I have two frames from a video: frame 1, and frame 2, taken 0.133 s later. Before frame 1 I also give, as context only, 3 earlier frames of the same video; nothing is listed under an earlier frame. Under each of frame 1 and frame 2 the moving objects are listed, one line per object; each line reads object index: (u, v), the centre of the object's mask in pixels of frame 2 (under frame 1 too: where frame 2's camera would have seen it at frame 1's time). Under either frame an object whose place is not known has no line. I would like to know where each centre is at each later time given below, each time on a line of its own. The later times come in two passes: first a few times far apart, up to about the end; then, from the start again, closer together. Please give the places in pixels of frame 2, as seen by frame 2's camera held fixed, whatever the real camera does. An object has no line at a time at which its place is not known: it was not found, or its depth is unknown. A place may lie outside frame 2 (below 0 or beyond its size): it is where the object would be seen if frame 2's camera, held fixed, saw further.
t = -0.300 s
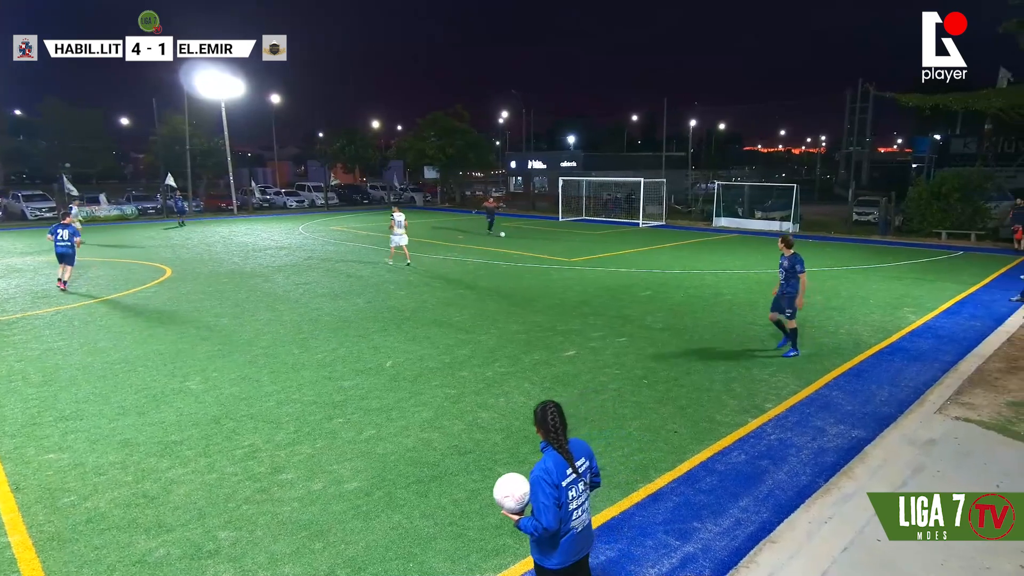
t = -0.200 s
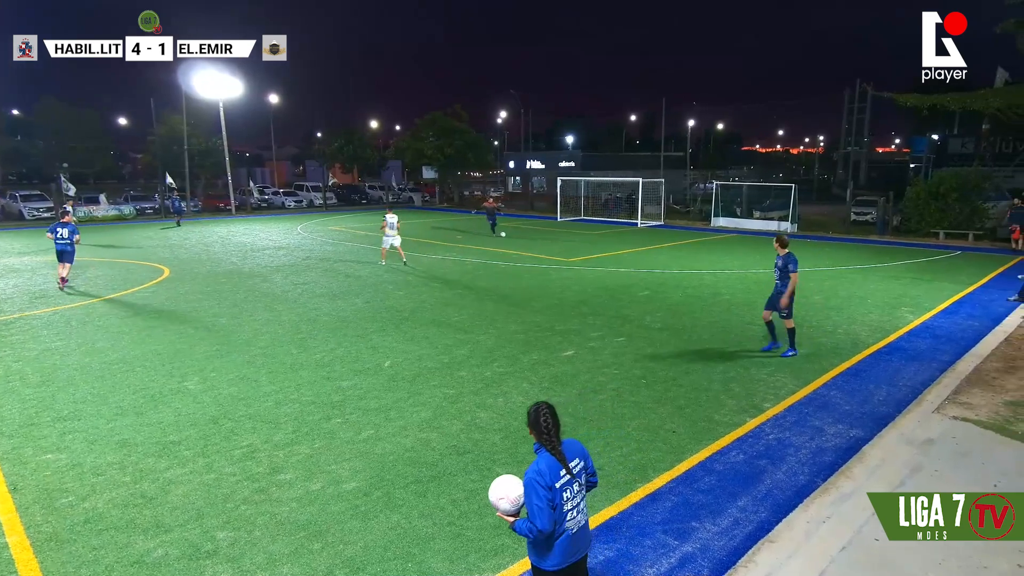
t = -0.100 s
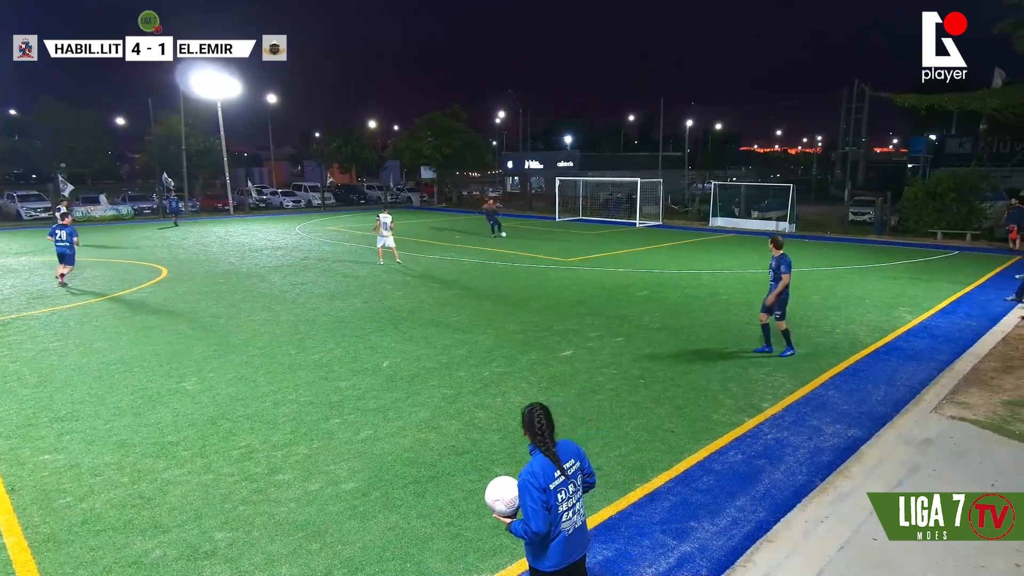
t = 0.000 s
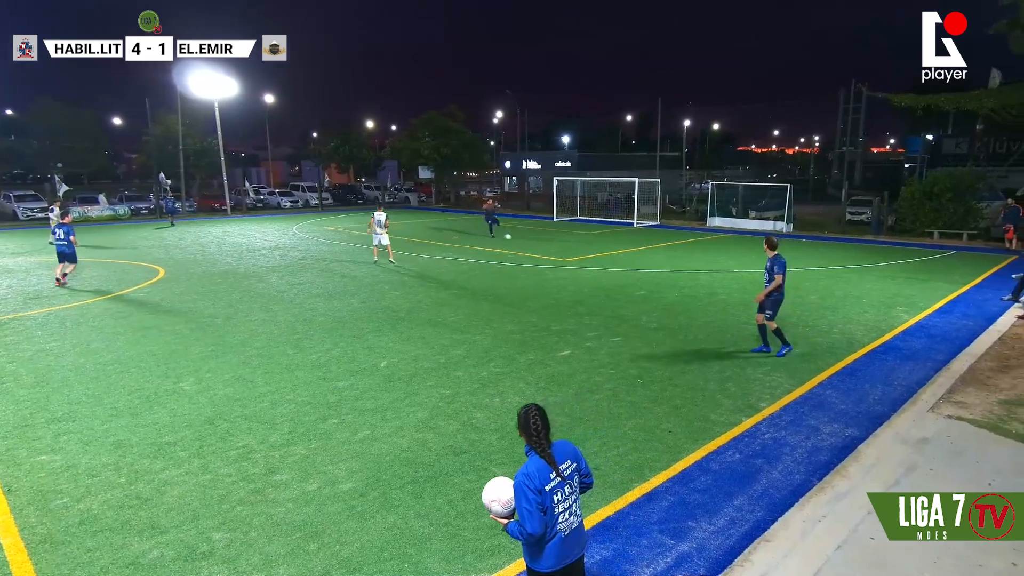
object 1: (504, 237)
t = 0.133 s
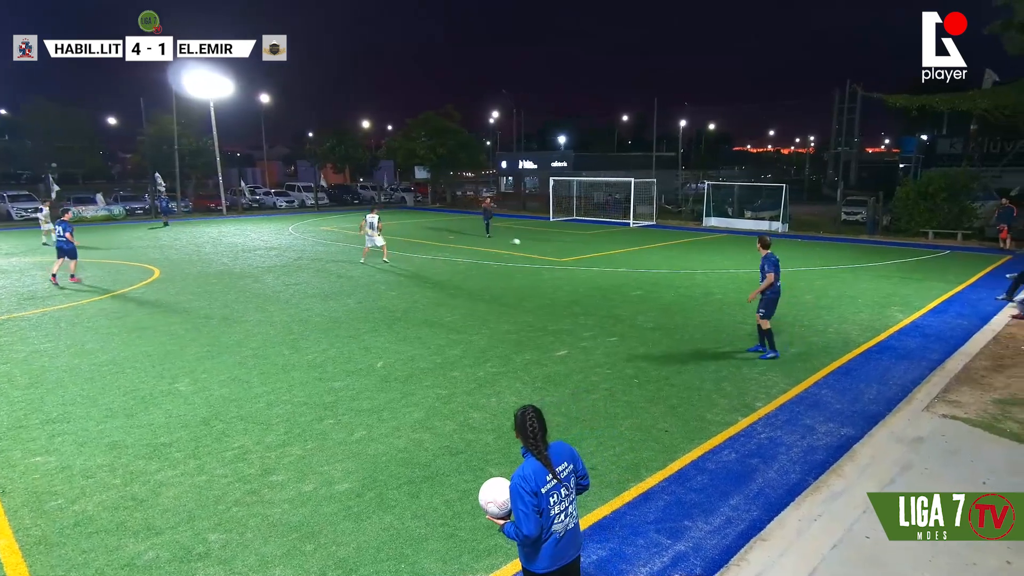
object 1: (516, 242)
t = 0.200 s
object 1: (522, 244)
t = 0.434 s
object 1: (548, 256)
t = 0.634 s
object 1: (571, 265)
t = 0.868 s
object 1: (599, 279)
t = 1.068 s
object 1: (629, 292)
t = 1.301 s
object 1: (672, 310)
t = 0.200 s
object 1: (522, 244)
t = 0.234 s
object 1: (525, 245)
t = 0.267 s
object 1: (529, 247)
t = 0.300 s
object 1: (533, 248)
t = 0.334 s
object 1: (536, 251)
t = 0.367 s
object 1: (540, 252)
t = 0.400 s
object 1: (544, 254)
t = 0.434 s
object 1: (548, 256)
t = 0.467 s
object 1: (551, 257)
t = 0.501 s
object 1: (555, 258)
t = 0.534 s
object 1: (559, 260)
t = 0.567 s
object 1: (563, 262)
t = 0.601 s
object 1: (567, 263)
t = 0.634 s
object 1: (571, 265)
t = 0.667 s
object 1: (574, 267)
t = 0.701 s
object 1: (578, 269)
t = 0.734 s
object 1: (582, 271)
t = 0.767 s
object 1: (587, 273)
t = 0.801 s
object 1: (591, 275)
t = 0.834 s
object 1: (595, 277)
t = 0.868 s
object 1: (599, 279)
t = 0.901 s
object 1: (604, 281)
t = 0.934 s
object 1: (608, 283)
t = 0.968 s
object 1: (613, 285)
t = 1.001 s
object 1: (618, 287)
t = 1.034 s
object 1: (624, 290)
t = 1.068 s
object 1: (629, 292)
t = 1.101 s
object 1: (634, 294)
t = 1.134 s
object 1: (640, 297)
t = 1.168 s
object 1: (646, 299)
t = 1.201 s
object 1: (652, 302)
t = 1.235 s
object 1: (658, 305)
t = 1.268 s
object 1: (665, 308)
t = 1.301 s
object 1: (672, 310)
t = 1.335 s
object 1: (679, 313)
